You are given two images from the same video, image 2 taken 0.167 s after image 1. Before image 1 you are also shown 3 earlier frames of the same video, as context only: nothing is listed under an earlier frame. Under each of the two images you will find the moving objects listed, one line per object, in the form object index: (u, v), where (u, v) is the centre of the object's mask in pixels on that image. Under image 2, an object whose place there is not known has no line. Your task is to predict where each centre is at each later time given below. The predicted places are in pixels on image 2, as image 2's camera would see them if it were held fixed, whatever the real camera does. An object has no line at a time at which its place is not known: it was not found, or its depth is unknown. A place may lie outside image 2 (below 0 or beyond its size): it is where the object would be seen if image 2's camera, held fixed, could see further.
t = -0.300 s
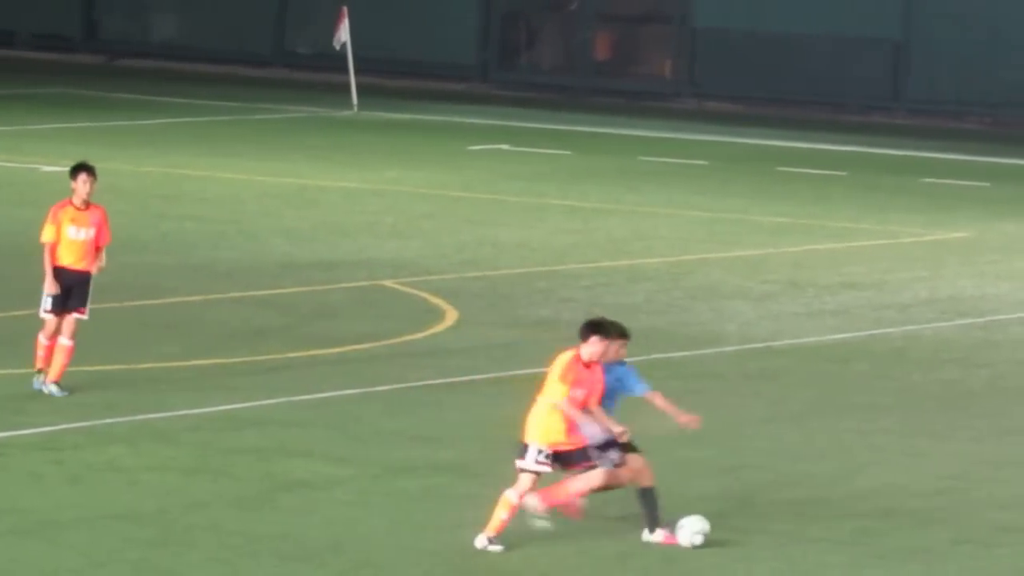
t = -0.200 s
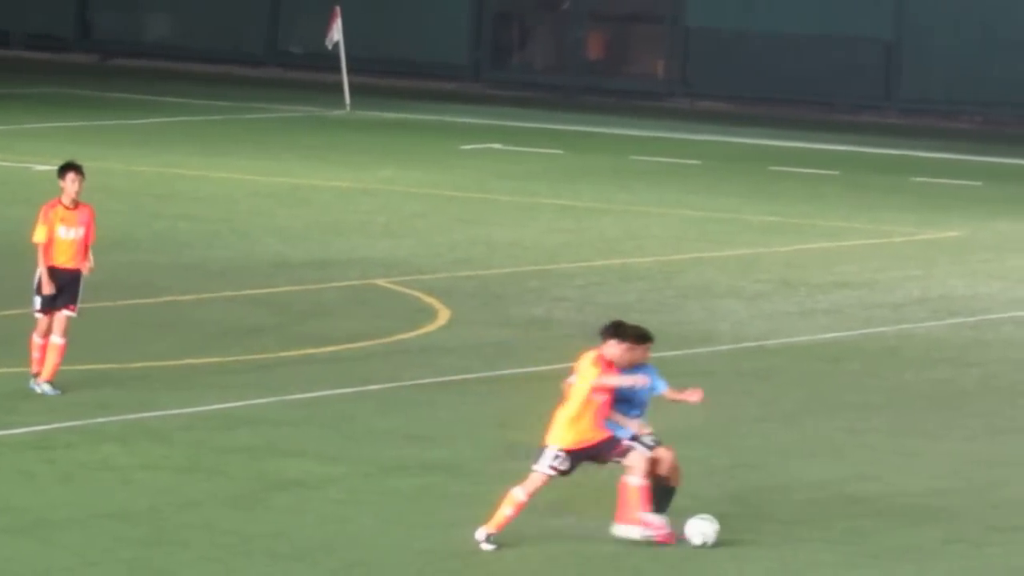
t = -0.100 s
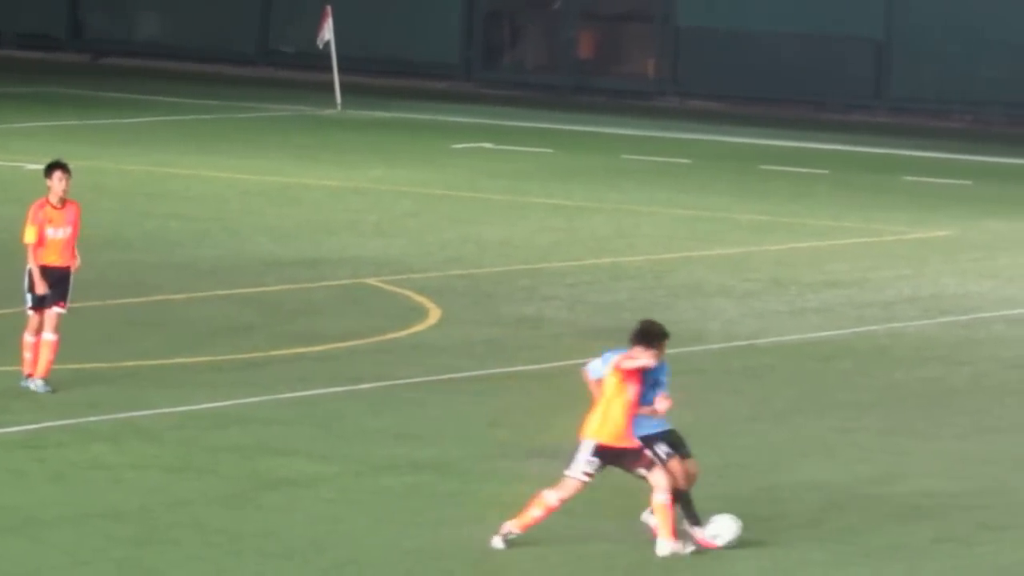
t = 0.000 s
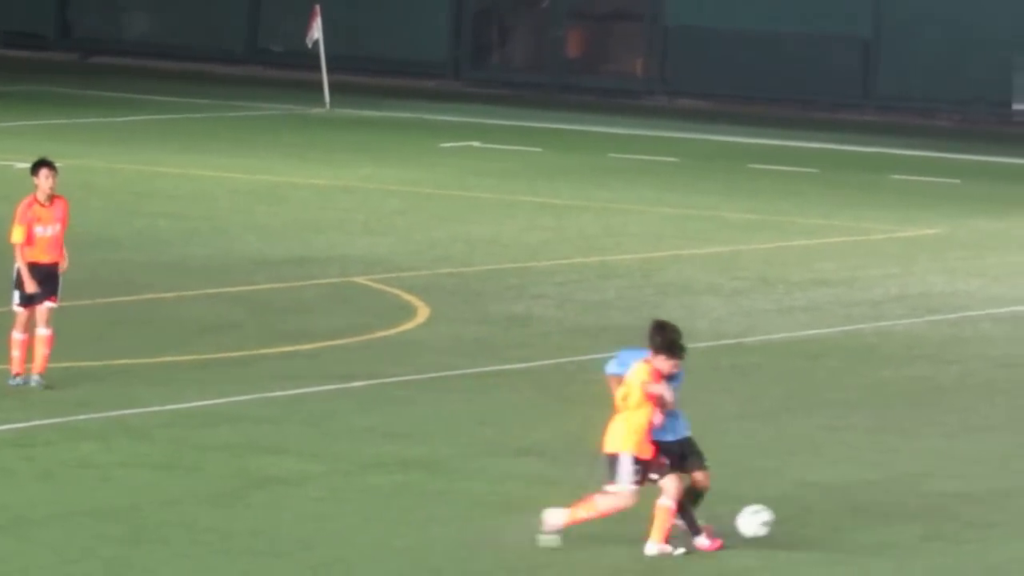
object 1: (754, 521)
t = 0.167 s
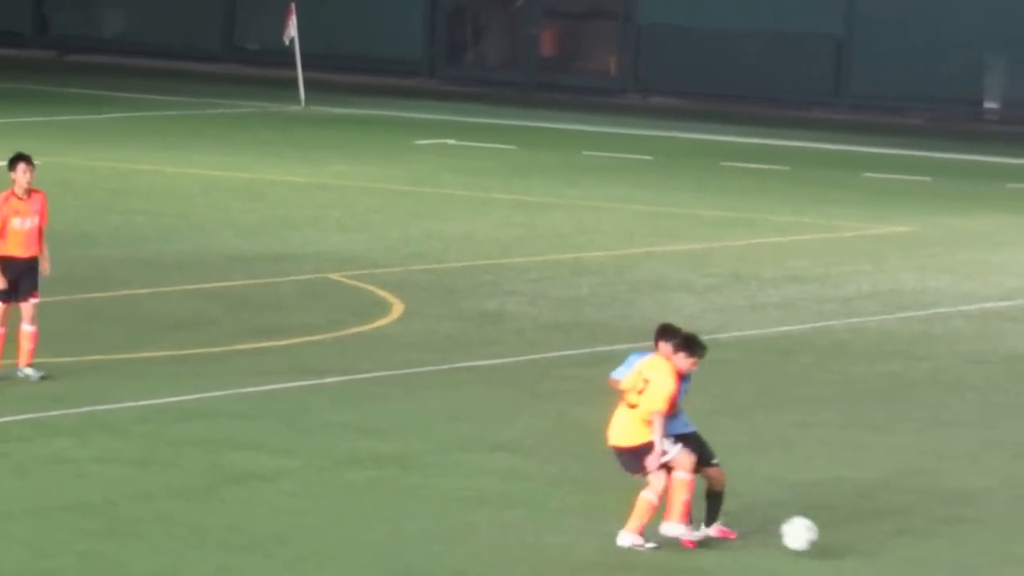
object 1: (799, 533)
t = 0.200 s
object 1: (815, 543)
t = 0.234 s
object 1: (831, 552)
